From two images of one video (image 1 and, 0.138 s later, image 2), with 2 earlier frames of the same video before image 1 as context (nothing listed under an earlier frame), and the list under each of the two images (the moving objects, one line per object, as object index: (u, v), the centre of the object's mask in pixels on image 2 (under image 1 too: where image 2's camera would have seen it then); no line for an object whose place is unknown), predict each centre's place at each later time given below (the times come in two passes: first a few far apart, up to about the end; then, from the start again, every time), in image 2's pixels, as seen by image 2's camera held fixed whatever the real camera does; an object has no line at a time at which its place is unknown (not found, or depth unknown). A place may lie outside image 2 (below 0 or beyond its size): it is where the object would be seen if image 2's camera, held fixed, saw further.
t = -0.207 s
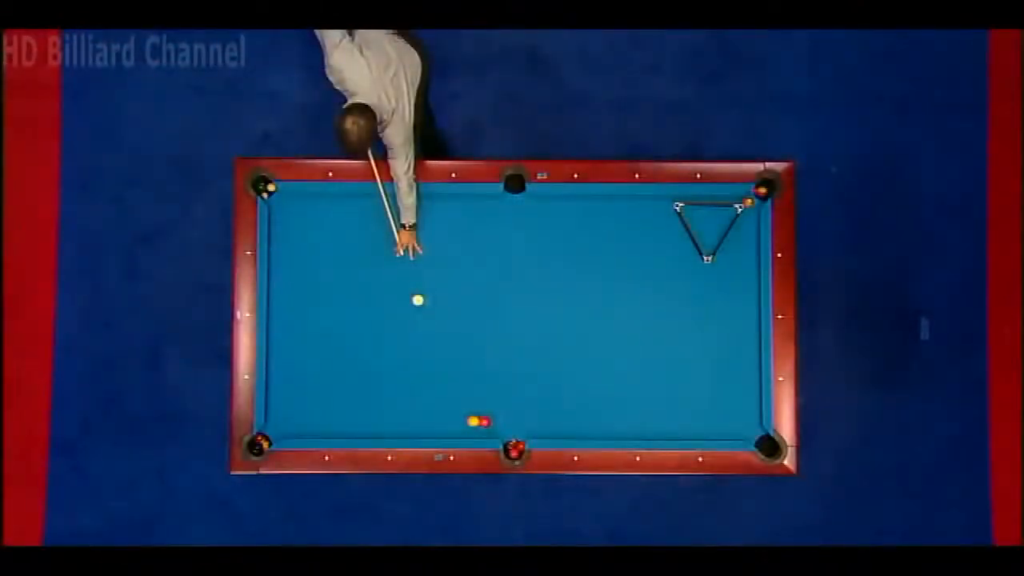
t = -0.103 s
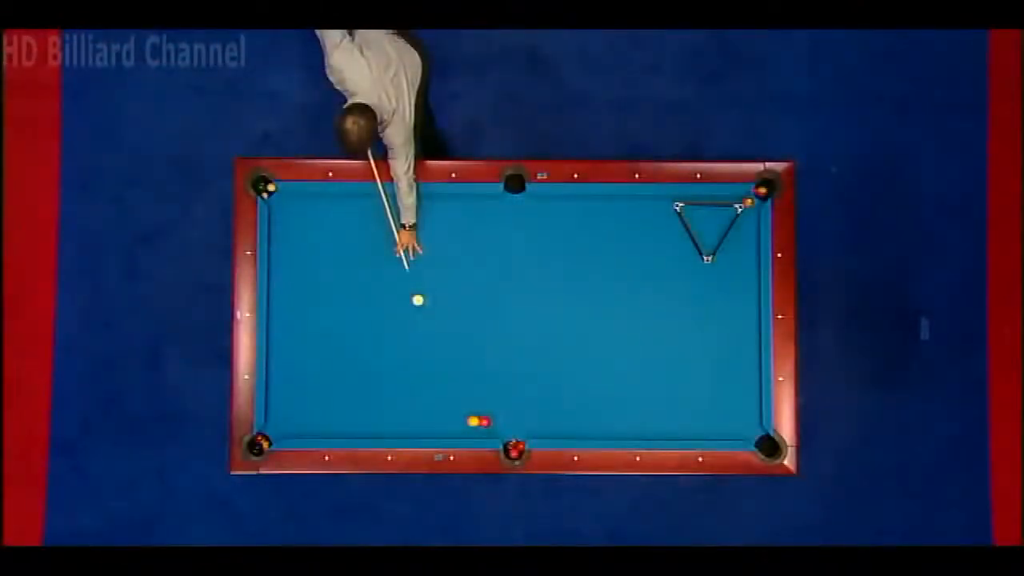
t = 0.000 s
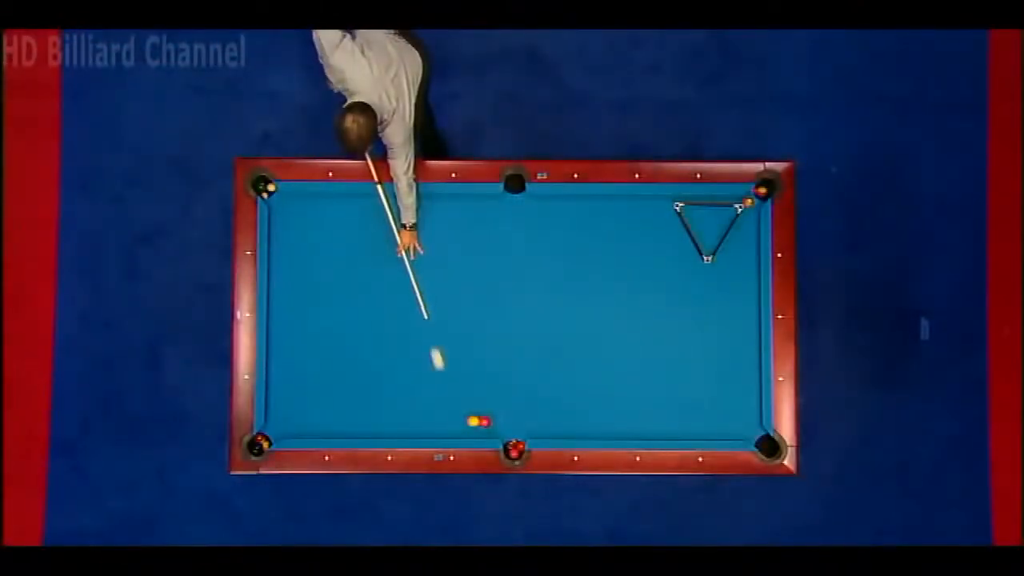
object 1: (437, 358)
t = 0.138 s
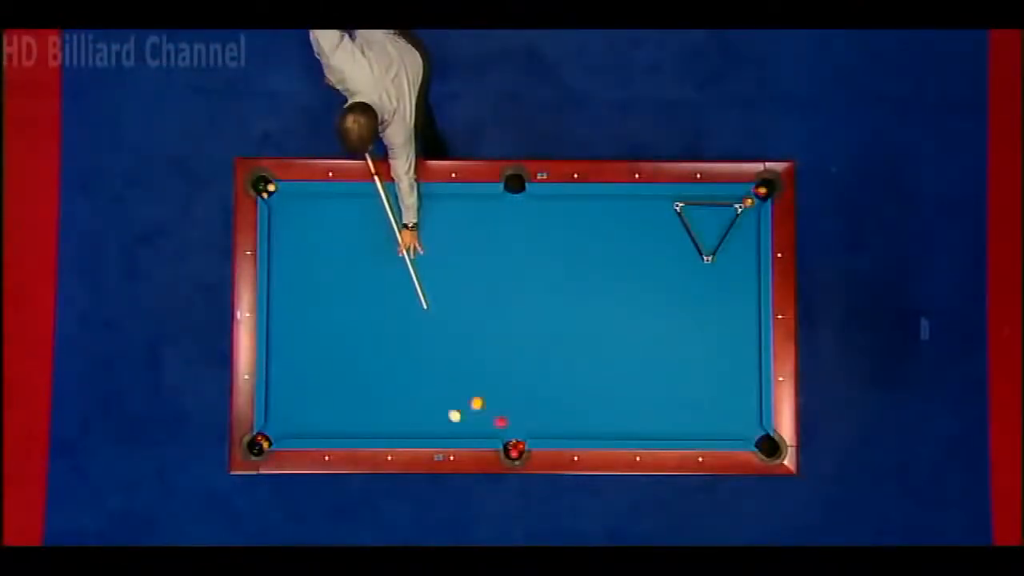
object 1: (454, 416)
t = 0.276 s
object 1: (424, 379)
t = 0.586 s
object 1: (367, 307)
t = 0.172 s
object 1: (446, 406)
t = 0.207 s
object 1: (438, 396)
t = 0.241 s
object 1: (431, 387)
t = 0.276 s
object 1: (424, 379)
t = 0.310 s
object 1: (418, 370)
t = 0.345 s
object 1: (412, 363)
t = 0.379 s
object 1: (405, 355)
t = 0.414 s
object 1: (400, 348)
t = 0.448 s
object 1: (391, 336)
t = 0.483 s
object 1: (388, 333)
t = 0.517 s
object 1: (382, 325)
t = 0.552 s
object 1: (376, 318)
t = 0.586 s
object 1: (367, 307)
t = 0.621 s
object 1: (364, 303)
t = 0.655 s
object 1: (359, 296)
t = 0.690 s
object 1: (350, 285)
